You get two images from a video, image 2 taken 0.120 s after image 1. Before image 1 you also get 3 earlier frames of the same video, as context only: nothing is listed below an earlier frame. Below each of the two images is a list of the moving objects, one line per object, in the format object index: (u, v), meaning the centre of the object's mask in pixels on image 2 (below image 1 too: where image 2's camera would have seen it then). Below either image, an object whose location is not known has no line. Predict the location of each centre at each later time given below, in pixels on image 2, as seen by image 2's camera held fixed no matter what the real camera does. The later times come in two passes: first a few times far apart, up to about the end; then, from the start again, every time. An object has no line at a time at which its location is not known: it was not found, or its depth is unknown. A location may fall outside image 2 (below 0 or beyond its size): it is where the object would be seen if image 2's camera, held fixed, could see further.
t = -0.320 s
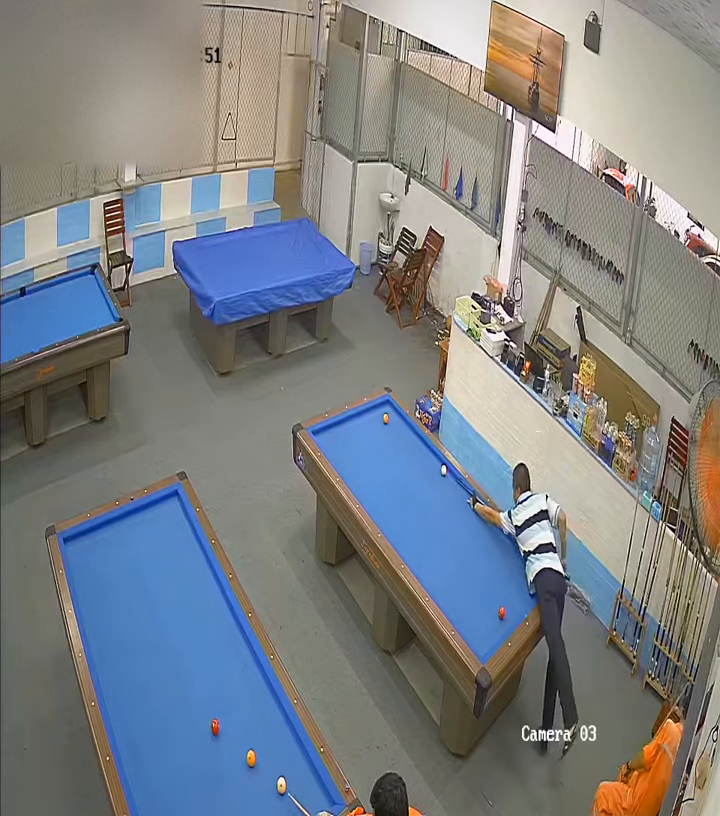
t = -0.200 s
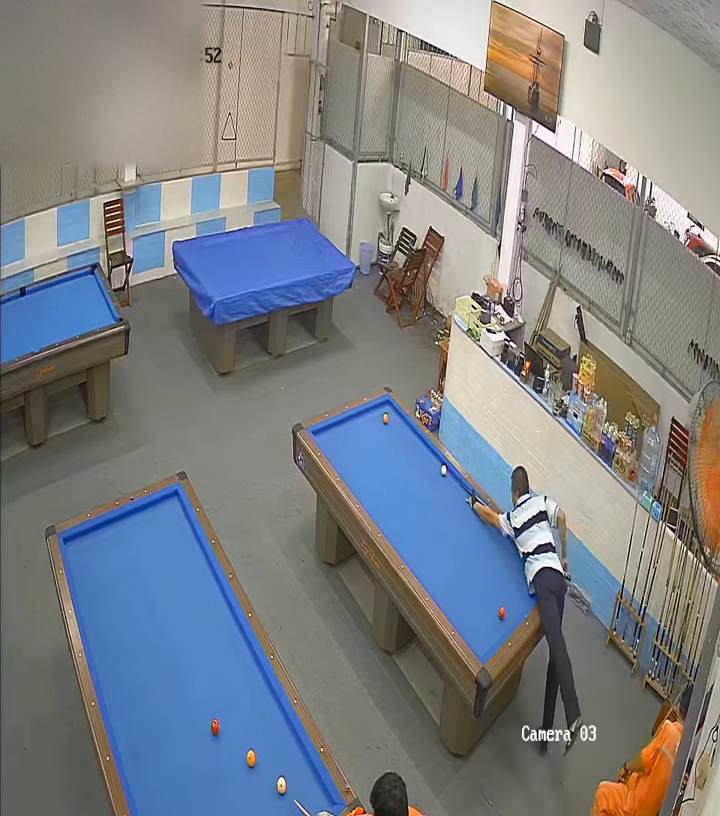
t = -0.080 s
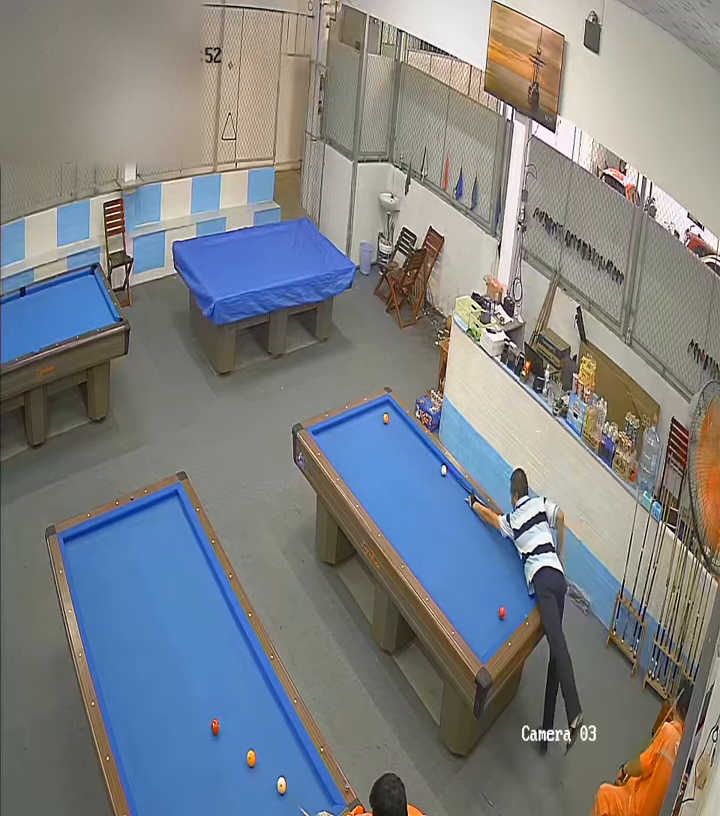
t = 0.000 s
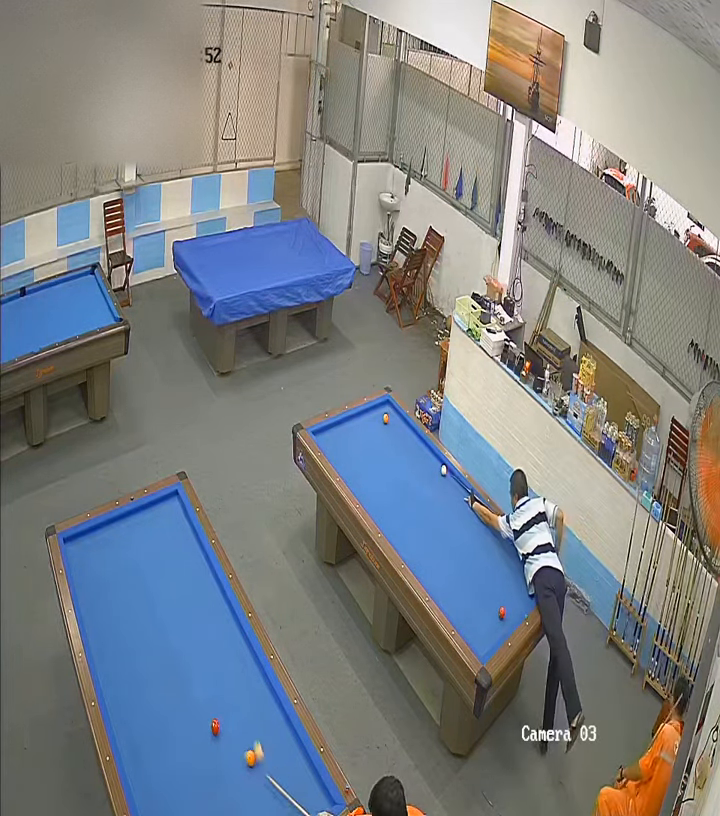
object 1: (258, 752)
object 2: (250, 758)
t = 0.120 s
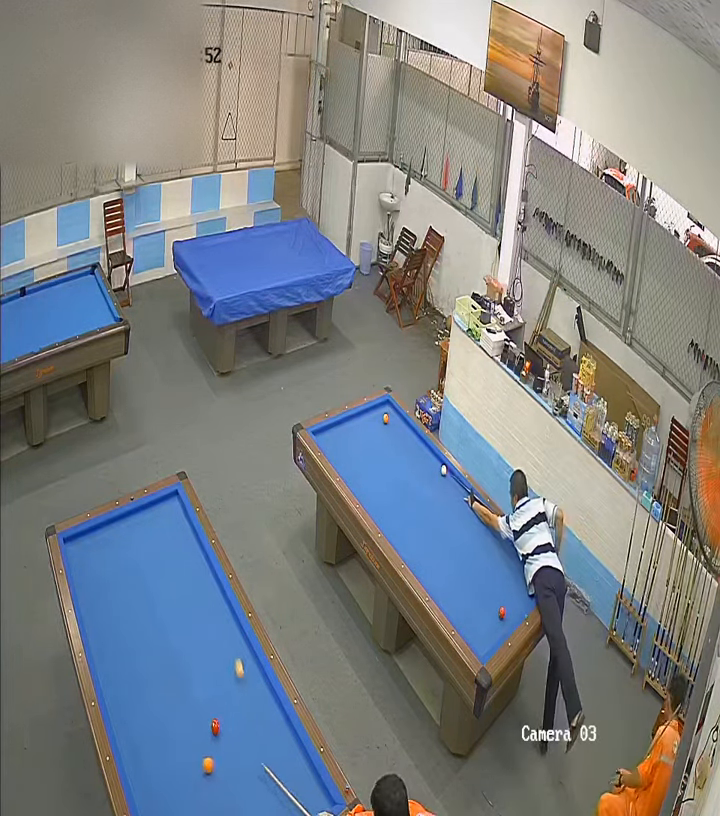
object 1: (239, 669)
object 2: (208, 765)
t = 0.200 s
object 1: (229, 621)
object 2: (181, 768)
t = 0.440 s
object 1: (177, 540)
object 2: (135, 763)
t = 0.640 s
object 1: (147, 518)
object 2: (159, 730)
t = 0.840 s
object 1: (139, 570)
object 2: (177, 700)
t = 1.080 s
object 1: (125, 629)
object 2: (197, 668)
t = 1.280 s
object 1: (113, 683)
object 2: (213, 642)
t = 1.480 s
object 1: (128, 725)
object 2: (227, 619)
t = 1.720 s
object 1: (163, 765)
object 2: (217, 615)
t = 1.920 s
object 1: (195, 800)
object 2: (204, 616)
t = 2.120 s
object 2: (191, 616)
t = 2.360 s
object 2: (177, 617)
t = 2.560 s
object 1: (267, 803)
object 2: (165, 617)
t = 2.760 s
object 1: (274, 766)
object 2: (153, 618)
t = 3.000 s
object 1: (282, 726)
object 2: (139, 618)
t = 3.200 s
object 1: (269, 708)
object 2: (128, 618)
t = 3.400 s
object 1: (250, 696)
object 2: (117, 618)
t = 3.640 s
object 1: (228, 681)
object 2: (105, 618)
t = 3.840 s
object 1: (211, 670)
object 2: (95, 617)
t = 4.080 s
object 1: (192, 656)
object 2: (85, 617)
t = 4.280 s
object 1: (176, 644)
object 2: (89, 612)
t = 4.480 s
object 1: (161, 633)
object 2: (93, 608)
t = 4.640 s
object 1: (150, 624)
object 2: (96, 604)
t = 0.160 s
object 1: (233, 644)
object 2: (194, 767)
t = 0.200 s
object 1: (229, 621)
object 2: (181, 768)
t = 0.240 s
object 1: (224, 600)
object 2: (169, 769)
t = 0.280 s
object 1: (215, 585)
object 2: (158, 770)
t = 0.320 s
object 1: (204, 573)
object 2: (146, 771)
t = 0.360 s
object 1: (195, 561)
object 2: (136, 772)
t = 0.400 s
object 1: (186, 550)
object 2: (129, 771)
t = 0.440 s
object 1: (177, 540)
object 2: (135, 763)
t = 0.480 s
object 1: (169, 530)
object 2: (141, 756)
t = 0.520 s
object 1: (161, 520)
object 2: (146, 749)
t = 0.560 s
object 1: (154, 511)
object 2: (151, 742)
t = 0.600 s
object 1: (149, 507)
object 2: (156, 735)
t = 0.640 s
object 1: (147, 518)
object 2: (159, 730)
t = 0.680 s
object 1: (146, 528)
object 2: (164, 723)
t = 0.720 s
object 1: (144, 539)
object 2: (167, 718)
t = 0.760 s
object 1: (142, 549)
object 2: (171, 712)
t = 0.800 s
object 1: (141, 560)
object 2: (174, 706)
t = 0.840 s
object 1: (139, 570)
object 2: (177, 700)
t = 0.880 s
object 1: (137, 580)
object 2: (181, 694)
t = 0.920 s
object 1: (134, 590)
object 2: (184, 689)
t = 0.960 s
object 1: (132, 600)
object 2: (188, 683)
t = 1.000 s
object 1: (130, 609)
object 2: (191, 678)
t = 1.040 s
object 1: (128, 619)
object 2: (194, 673)
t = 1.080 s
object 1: (125, 629)
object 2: (197, 668)
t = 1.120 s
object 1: (123, 640)
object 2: (201, 662)
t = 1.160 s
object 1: (120, 650)
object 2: (204, 658)
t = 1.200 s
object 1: (118, 661)
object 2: (207, 652)
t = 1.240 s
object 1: (115, 671)
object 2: (210, 647)
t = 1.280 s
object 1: (113, 683)
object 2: (213, 642)
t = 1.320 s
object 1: (110, 695)
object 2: (216, 638)
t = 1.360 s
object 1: (109, 706)
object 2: (219, 633)
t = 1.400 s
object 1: (115, 712)
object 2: (222, 628)
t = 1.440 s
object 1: (121, 718)
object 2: (224, 624)
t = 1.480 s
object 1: (128, 725)
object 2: (227, 619)
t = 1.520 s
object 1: (134, 731)
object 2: (230, 614)
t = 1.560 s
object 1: (140, 738)
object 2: (229, 613)
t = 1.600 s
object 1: (145, 745)
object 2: (226, 613)
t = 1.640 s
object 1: (151, 752)
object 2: (222, 614)
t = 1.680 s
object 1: (157, 758)
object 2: (219, 614)
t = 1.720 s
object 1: (163, 765)
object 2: (217, 615)
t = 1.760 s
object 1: (169, 772)
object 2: (214, 615)
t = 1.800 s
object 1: (176, 779)
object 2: (212, 615)
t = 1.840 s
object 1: (182, 786)
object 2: (209, 615)
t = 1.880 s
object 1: (188, 793)
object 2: (207, 615)
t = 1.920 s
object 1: (195, 800)
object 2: (204, 616)
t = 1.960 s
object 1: (202, 806)
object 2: (201, 616)
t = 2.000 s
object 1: (209, 810)
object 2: (199, 616)
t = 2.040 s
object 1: (215, 813)
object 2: (196, 616)
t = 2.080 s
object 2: (194, 616)
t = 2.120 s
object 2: (191, 616)
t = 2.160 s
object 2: (189, 616)
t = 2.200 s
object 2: (187, 616)
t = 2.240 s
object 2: (184, 617)
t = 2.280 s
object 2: (182, 617)
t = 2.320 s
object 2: (179, 617)
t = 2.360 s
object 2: (177, 617)
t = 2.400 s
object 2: (174, 617)
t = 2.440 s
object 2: (172, 617)
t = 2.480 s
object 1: (265, 812)
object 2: (169, 617)
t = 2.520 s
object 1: (266, 809)
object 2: (167, 617)
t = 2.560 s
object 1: (267, 803)
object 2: (165, 617)
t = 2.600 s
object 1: (269, 795)
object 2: (162, 617)
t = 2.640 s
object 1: (270, 788)
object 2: (160, 617)
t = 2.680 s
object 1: (271, 781)
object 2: (157, 617)
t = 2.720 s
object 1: (273, 773)
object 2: (155, 618)
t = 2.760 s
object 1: (274, 766)
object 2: (153, 618)
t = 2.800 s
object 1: (275, 759)
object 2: (151, 617)
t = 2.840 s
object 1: (277, 752)
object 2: (148, 617)
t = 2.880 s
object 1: (278, 746)
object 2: (146, 618)
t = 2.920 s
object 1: (279, 739)
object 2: (144, 617)
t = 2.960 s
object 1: (280, 733)
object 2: (141, 618)
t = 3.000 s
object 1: (282, 726)
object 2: (139, 618)
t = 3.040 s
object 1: (283, 719)
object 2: (137, 618)
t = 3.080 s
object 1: (281, 715)
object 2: (135, 618)
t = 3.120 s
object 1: (277, 713)
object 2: (133, 618)
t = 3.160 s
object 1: (273, 711)
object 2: (130, 618)
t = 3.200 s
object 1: (269, 708)
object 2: (128, 618)
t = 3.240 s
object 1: (265, 706)
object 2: (126, 618)
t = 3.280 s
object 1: (262, 704)
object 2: (124, 618)
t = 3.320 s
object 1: (258, 701)
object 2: (122, 618)
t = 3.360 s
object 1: (254, 698)
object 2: (119, 618)
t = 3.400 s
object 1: (250, 696)
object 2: (117, 618)
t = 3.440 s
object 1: (246, 693)
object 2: (115, 618)
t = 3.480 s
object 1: (243, 691)
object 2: (113, 618)
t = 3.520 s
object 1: (239, 689)
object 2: (111, 618)
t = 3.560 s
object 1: (236, 686)
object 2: (109, 618)
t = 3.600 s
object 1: (232, 684)
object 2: (107, 618)
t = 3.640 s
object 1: (228, 681)
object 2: (105, 618)
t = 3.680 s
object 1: (225, 679)
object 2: (103, 618)
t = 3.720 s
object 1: (222, 677)
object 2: (101, 618)
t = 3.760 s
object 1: (218, 674)
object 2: (99, 618)
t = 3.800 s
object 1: (215, 672)
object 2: (97, 618)
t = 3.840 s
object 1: (211, 670)
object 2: (95, 617)
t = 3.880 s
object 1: (208, 667)
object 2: (93, 617)
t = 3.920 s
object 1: (205, 665)
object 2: (91, 617)
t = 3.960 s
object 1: (202, 662)
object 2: (89, 617)
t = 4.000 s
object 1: (198, 660)
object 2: (87, 617)
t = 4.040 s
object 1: (195, 658)
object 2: (86, 617)
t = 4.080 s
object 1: (192, 656)
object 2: (85, 617)
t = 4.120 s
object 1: (189, 653)
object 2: (86, 616)
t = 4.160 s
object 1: (186, 651)
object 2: (86, 615)
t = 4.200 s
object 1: (182, 649)
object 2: (87, 615)
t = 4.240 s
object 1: (179, 646)
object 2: (88, 613)
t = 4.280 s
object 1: (176, 644)
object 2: (89, 612)
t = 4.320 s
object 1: (173, 642)
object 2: (90, 612)
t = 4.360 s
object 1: (170, 640)
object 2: (91, 611)
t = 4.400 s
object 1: (167, 637)
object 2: (91, 610)
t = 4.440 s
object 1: (164, 635)
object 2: (92, 609)
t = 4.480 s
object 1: (161, 633)
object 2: (93, 608)
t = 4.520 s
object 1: (159, 631)
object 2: (94, 607)
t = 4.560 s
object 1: (156, 628)
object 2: (94, 606)
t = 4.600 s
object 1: (153, 626)
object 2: (95, 605)
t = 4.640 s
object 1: (150, 624)
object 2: (96, 604)
